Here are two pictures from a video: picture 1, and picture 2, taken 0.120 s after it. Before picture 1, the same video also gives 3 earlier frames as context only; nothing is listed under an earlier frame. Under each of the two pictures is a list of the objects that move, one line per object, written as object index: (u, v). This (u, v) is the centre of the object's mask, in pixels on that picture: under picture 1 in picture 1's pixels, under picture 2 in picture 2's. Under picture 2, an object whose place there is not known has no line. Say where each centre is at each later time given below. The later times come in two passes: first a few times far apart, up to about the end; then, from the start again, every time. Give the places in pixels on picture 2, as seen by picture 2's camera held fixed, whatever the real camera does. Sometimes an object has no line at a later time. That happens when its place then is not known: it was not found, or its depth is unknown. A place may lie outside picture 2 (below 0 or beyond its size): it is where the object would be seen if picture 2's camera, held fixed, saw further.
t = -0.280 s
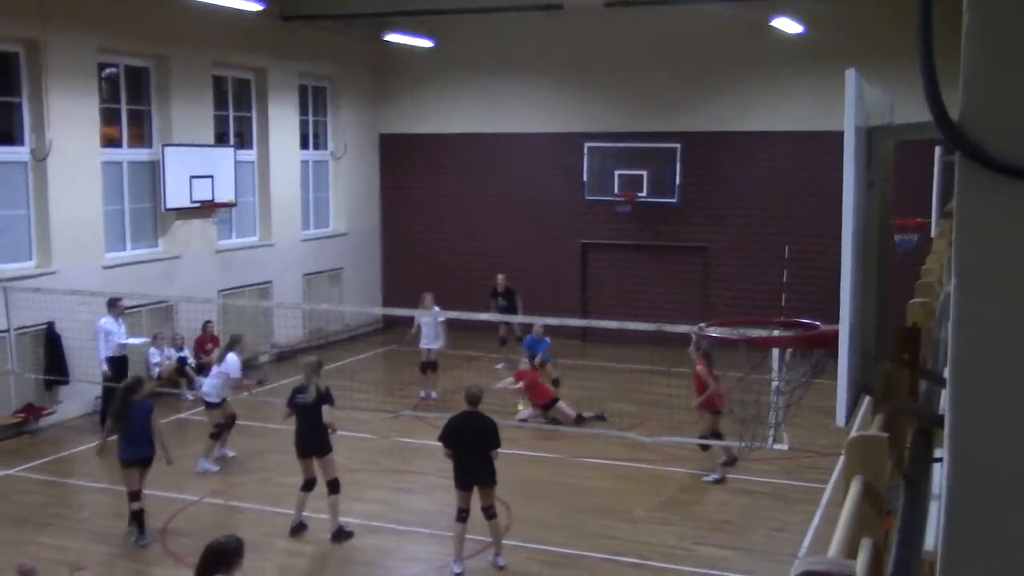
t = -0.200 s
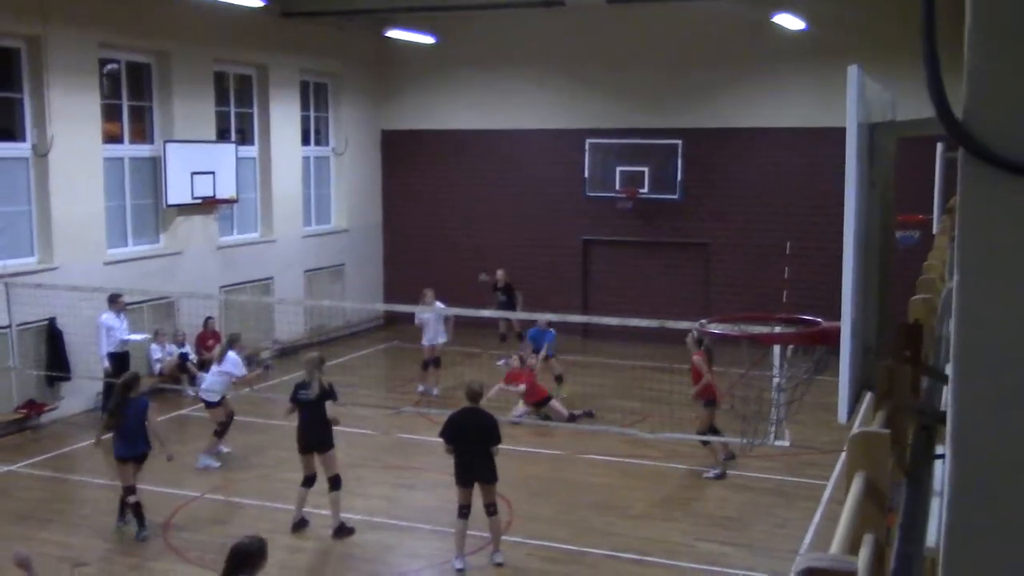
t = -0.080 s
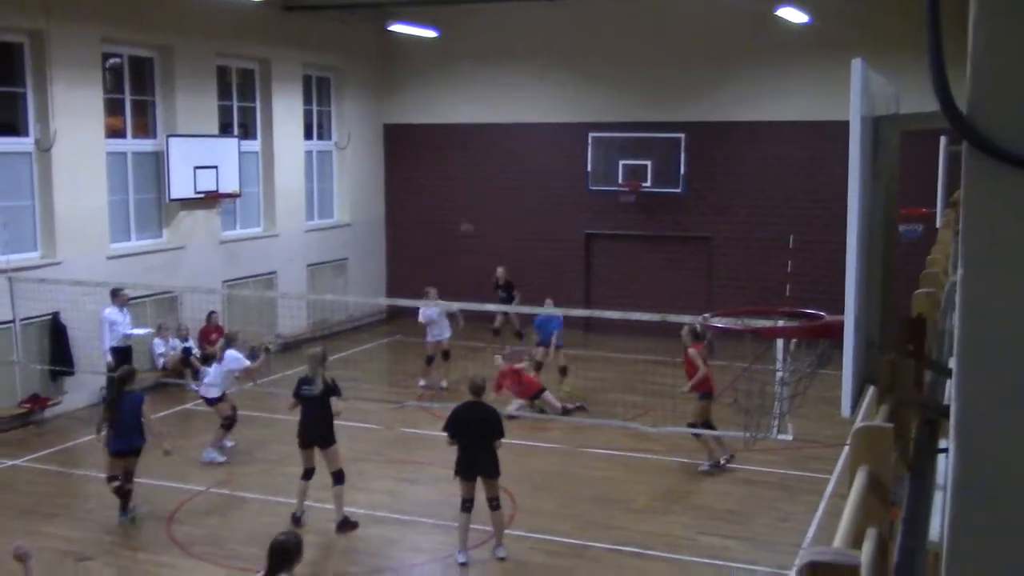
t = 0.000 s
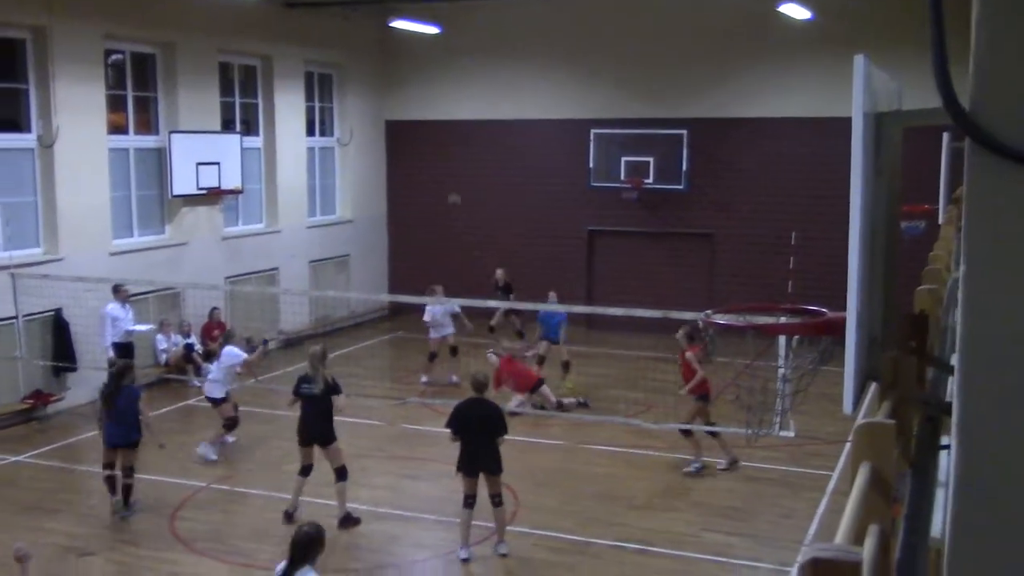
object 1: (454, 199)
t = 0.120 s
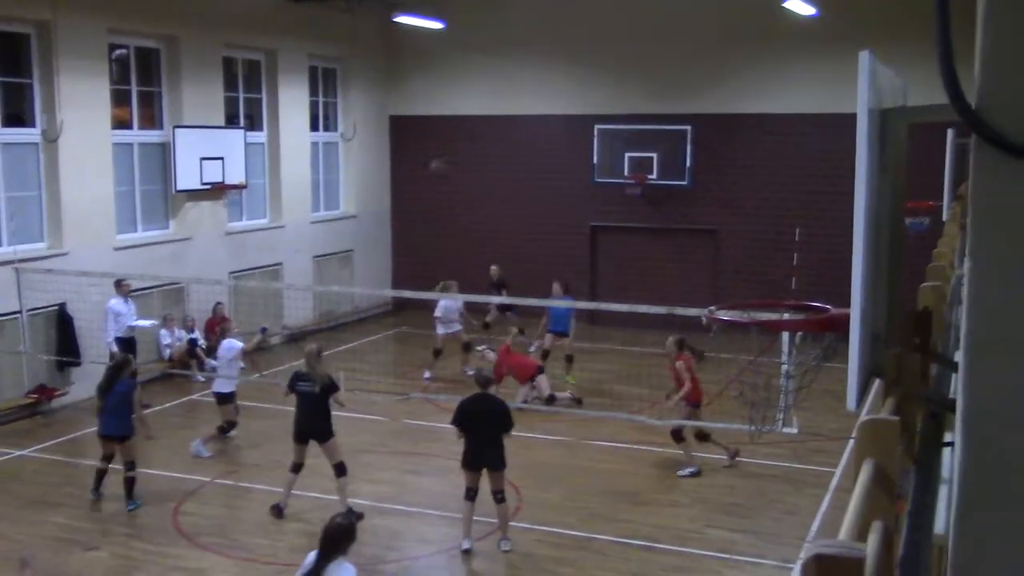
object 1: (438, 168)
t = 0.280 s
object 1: (413, 150)
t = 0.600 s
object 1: (352, 163)
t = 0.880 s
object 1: (297, 251)
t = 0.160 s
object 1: (432, 159)
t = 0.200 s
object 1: (423, 154)
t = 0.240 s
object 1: (418, 152)
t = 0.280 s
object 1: (413, 150)
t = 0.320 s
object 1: (404, 143)
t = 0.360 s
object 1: (391, 141)
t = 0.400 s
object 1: (387, 145)
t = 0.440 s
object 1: (382, 145)
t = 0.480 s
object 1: (374, 147)
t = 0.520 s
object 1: (367, 151)
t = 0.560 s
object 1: (359, 156)
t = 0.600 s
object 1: (352, 163)
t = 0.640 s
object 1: (344, 171)
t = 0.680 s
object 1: (336, 181)
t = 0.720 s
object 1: (329, 192)
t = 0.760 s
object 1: (321, 204)
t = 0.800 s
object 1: (313, 218)
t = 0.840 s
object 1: (305, 234)
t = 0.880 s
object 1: (297, 251)
